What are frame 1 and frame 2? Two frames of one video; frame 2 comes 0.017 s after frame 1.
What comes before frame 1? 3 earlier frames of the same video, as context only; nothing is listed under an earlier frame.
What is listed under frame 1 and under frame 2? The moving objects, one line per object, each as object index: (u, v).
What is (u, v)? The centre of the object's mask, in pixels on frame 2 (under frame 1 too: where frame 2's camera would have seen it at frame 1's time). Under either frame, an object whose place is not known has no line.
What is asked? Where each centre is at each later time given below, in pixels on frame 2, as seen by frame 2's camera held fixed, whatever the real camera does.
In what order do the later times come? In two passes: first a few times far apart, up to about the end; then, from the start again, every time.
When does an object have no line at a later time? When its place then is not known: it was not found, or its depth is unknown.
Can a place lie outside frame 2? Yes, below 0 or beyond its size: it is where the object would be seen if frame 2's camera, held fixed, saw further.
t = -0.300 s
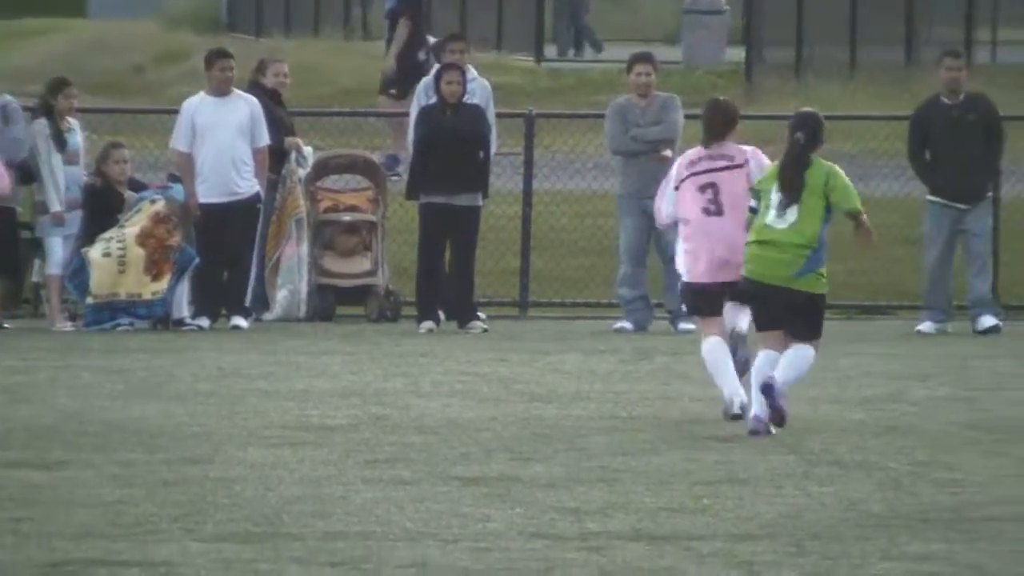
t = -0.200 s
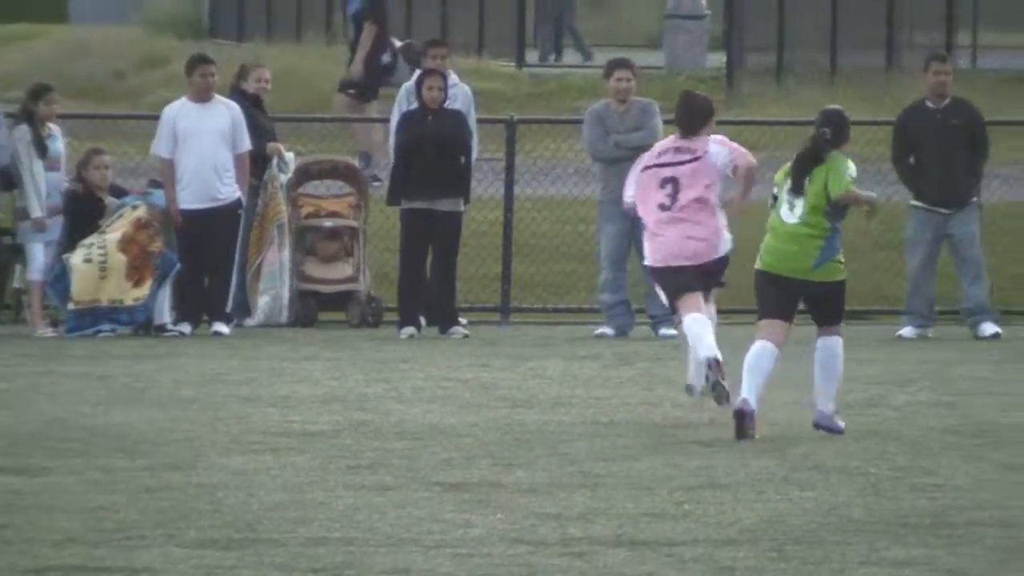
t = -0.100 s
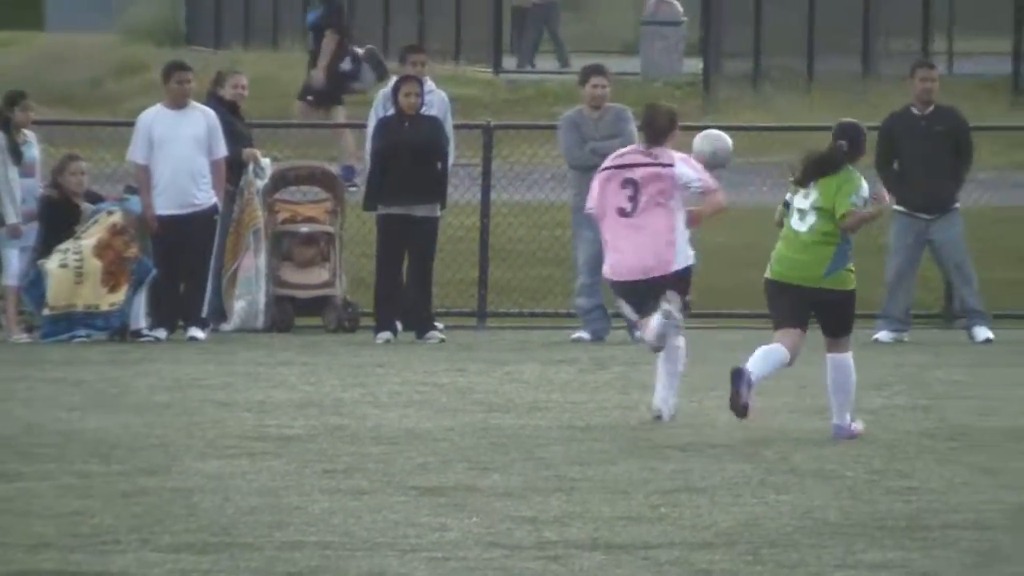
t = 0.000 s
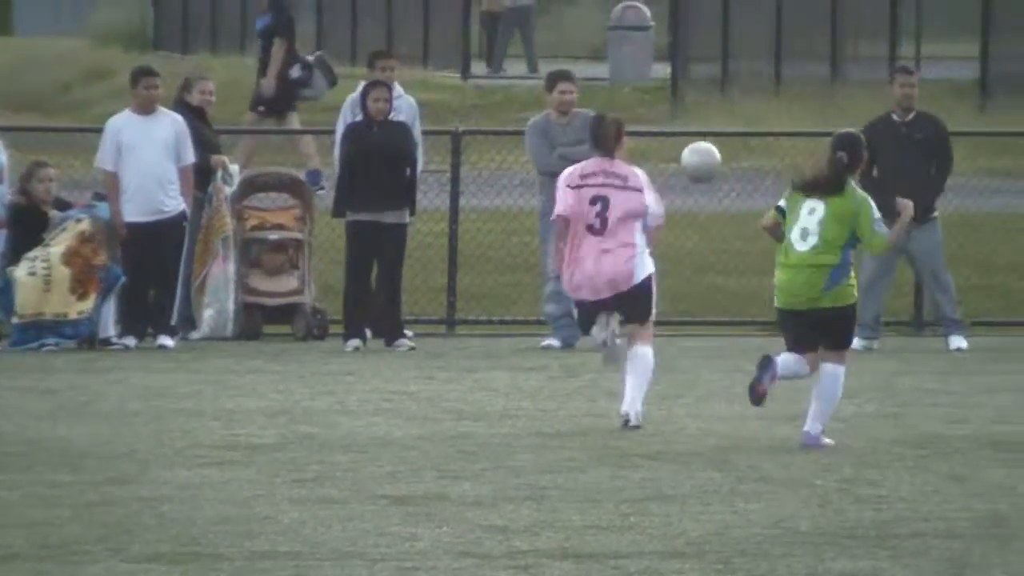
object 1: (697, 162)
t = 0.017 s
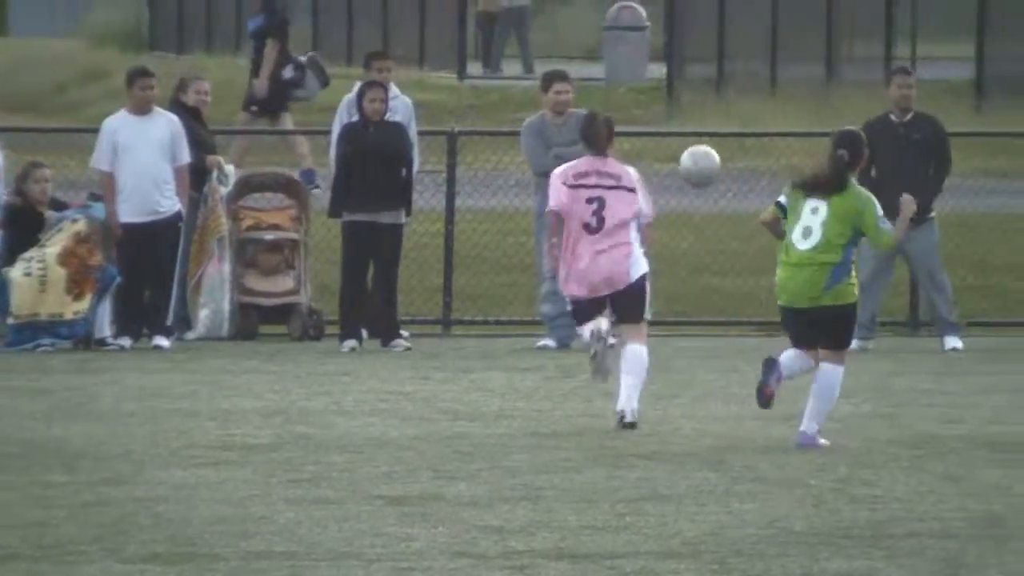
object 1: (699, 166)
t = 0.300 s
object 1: (750, 295)
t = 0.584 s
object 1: (796, 268)
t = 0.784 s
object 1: (824, 252)
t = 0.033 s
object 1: (703, 169)
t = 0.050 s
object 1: (707, 173)
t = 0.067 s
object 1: (710, 179)
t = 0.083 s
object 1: (713, 184)
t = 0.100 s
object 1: (716, 189)
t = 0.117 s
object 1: (719, 195)
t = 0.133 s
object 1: (722, 202)
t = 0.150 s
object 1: (725, 209)
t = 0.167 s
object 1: (728, 217)
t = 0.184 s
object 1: (731, 224)
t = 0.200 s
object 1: (734, 230)
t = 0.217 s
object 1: (736, 239)
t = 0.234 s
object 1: (740, 251)
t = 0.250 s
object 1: (742, 261)
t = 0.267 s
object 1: (746, 272)
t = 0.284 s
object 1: (749, 283)
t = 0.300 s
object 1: (750, 295)
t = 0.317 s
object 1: (753, 306)
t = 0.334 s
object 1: (756, 320)
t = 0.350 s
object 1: (760, 333)
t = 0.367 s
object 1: (762, 346)
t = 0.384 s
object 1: (764, 354)
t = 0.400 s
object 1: (767, 345)
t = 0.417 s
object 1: (770, 335)
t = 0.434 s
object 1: (772, 326)
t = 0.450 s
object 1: (775, 317)
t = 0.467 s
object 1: (778, 310)
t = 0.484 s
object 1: (781, 302)
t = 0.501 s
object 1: (783, 296)
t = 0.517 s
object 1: (786, 288)
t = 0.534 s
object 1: (789, 283)
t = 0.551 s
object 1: (791, 277)
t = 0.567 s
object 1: (793, 272)
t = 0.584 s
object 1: (796, 268)
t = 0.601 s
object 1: (799, 264)
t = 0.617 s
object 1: (801, 260)
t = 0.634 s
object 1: (804, 257)
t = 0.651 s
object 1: (806, 255)
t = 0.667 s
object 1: (809, 253)
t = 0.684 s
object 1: (811, 251)
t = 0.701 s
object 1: (813, 250)
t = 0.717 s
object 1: (815, 250)
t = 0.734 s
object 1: (818, 249)
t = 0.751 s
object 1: (820, 250)
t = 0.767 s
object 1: (823, 251)
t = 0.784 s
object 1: (824, 252)
